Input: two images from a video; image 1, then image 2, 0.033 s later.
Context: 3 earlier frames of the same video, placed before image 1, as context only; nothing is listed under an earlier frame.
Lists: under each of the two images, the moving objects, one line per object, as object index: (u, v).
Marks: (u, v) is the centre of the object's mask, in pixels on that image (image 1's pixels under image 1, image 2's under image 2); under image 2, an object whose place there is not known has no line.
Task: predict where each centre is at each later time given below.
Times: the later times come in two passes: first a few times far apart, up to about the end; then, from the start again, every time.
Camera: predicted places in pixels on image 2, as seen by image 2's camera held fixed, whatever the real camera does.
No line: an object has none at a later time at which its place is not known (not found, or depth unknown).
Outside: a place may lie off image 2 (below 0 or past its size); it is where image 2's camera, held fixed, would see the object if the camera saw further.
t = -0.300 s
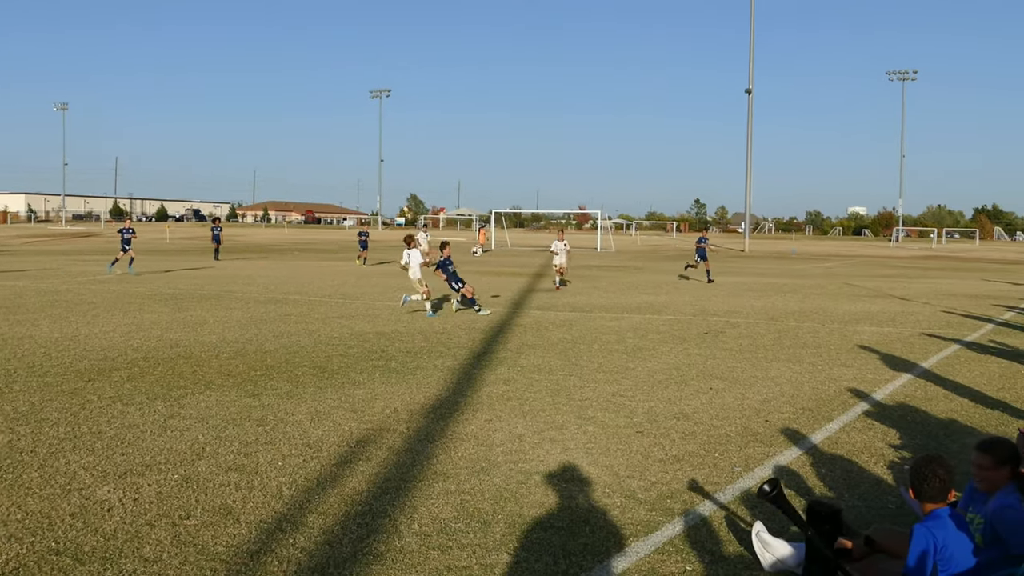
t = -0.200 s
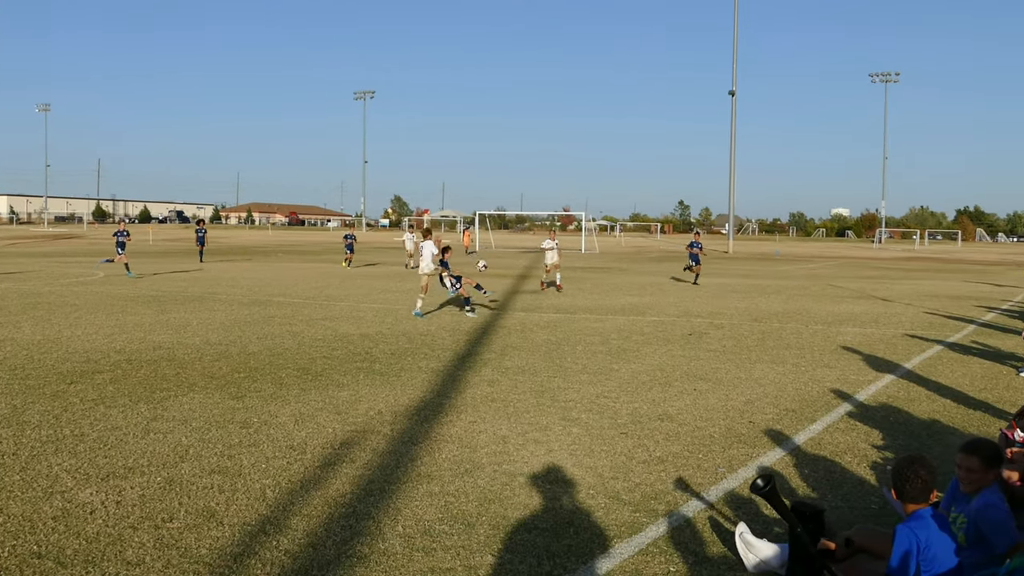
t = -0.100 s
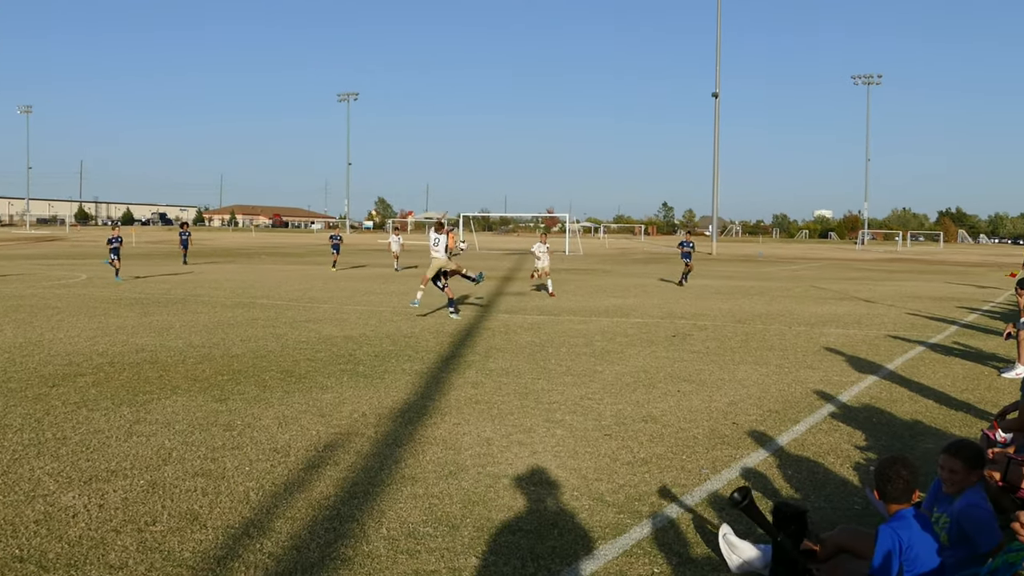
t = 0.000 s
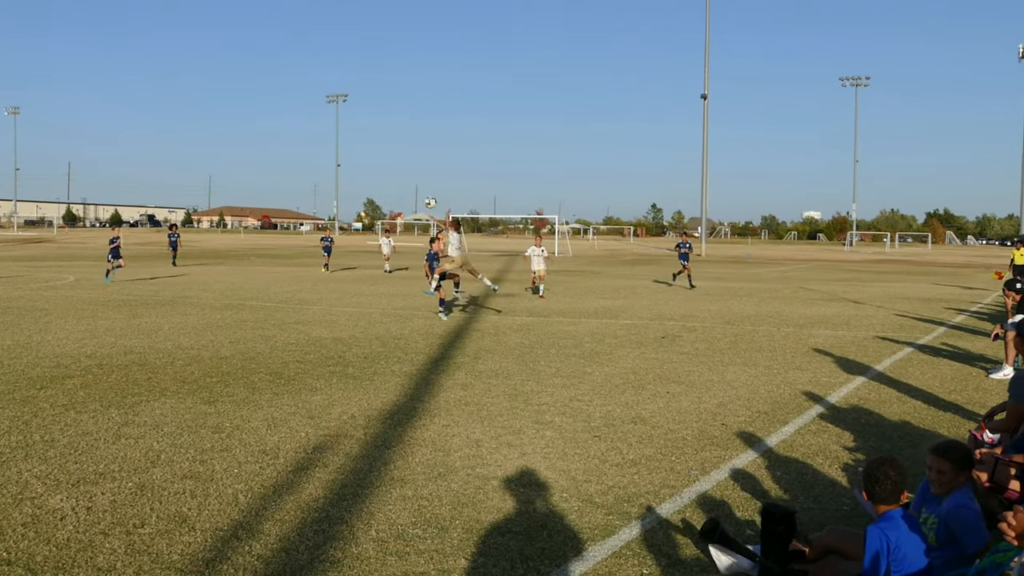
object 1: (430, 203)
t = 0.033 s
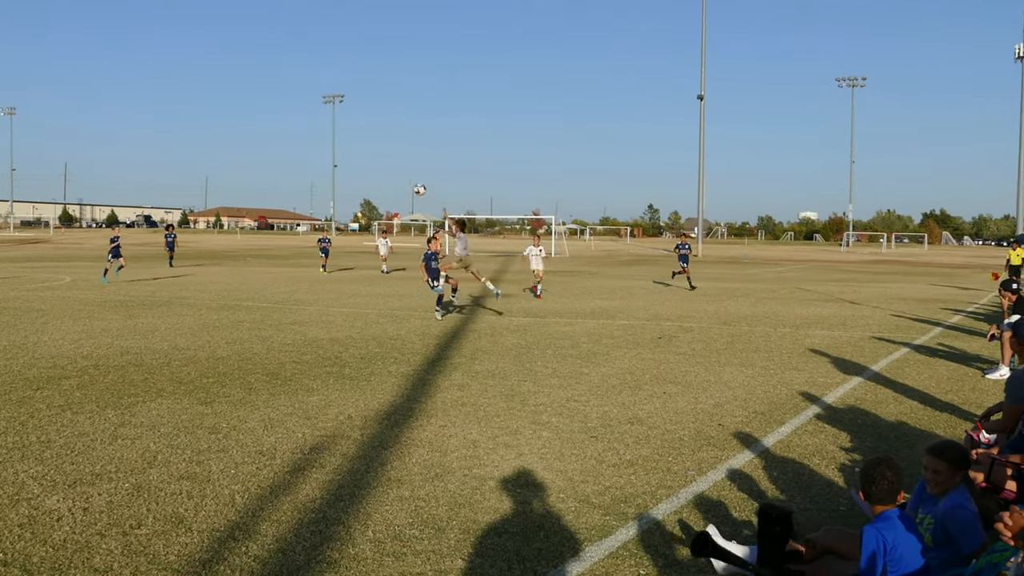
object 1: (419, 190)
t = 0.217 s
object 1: (375, 127)
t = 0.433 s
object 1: (329, 73)
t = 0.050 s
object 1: (415, 183)
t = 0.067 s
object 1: (411, 177)
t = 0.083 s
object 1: (407, 170)
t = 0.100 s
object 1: (403, 165)
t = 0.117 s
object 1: (399, 159)
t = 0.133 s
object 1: (394, 153)
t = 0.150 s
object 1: (390, 147)
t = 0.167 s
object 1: (386, 142)
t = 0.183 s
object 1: (383, 136)
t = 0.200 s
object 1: (379, 132)
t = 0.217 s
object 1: (375, 127)
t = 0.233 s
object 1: (371, 122)
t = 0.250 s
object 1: (367, 116)
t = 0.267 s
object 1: (364, 112)
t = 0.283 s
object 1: (360, 107)
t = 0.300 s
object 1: (357, 103)
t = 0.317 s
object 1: (353, 99)
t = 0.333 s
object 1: (349, 95)
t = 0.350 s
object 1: (346, 91)
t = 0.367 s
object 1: (343, 87)
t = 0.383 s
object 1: (340, 83)
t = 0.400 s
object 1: (336, 80)
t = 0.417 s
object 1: (333, 76)
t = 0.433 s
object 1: (329, 73)
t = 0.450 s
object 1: (326, 70)
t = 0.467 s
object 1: (322, 67)
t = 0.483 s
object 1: (319, 64)
